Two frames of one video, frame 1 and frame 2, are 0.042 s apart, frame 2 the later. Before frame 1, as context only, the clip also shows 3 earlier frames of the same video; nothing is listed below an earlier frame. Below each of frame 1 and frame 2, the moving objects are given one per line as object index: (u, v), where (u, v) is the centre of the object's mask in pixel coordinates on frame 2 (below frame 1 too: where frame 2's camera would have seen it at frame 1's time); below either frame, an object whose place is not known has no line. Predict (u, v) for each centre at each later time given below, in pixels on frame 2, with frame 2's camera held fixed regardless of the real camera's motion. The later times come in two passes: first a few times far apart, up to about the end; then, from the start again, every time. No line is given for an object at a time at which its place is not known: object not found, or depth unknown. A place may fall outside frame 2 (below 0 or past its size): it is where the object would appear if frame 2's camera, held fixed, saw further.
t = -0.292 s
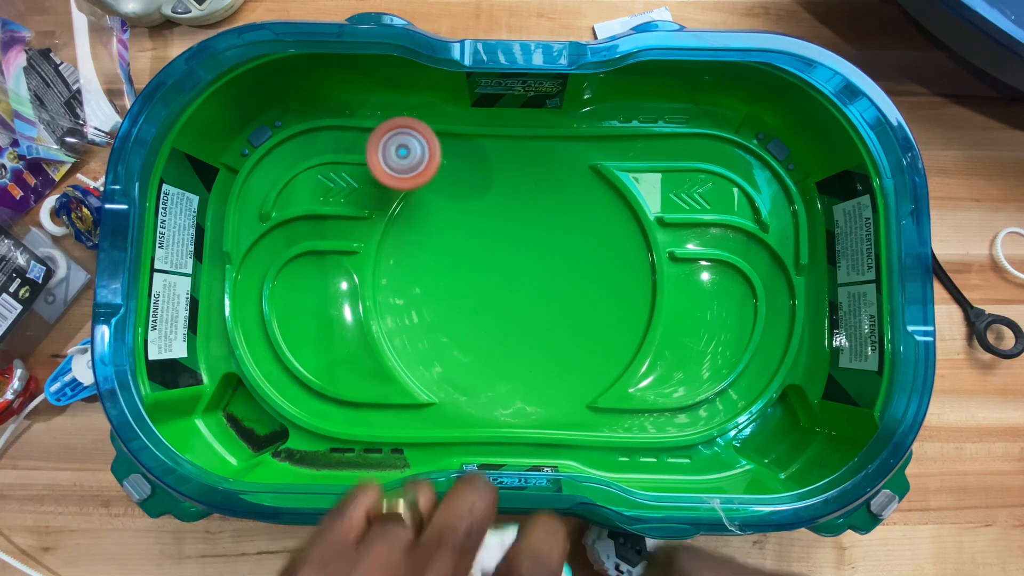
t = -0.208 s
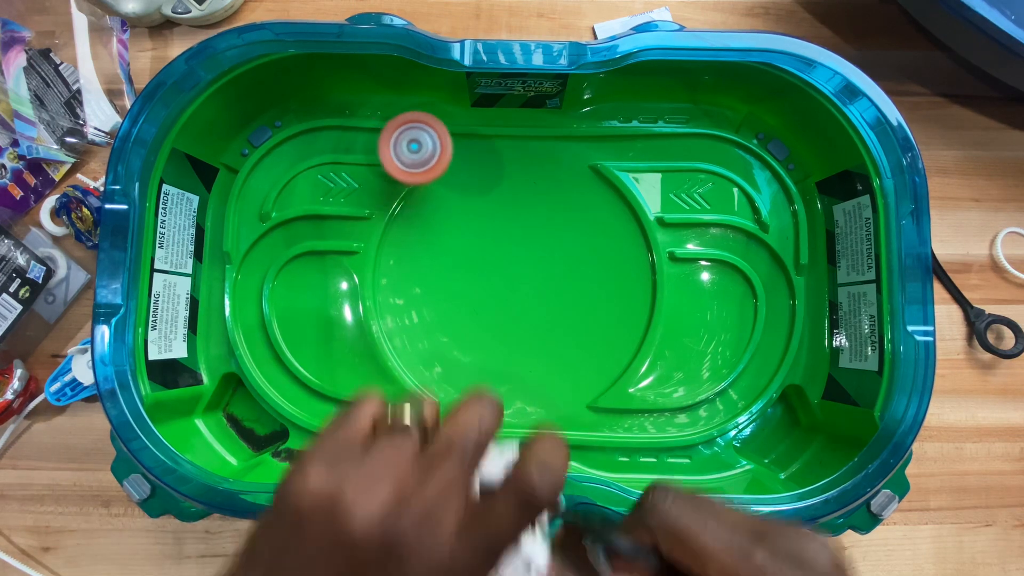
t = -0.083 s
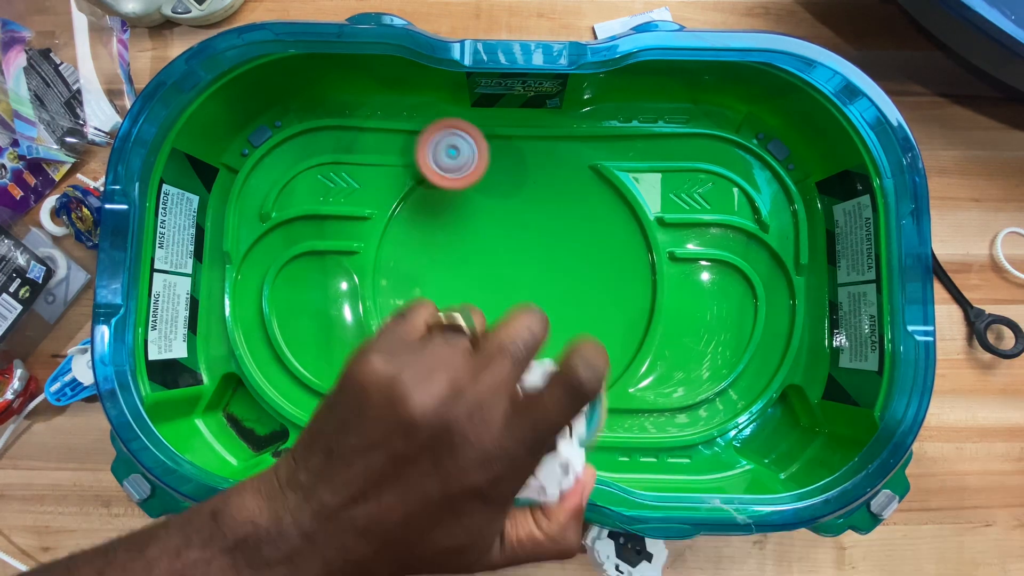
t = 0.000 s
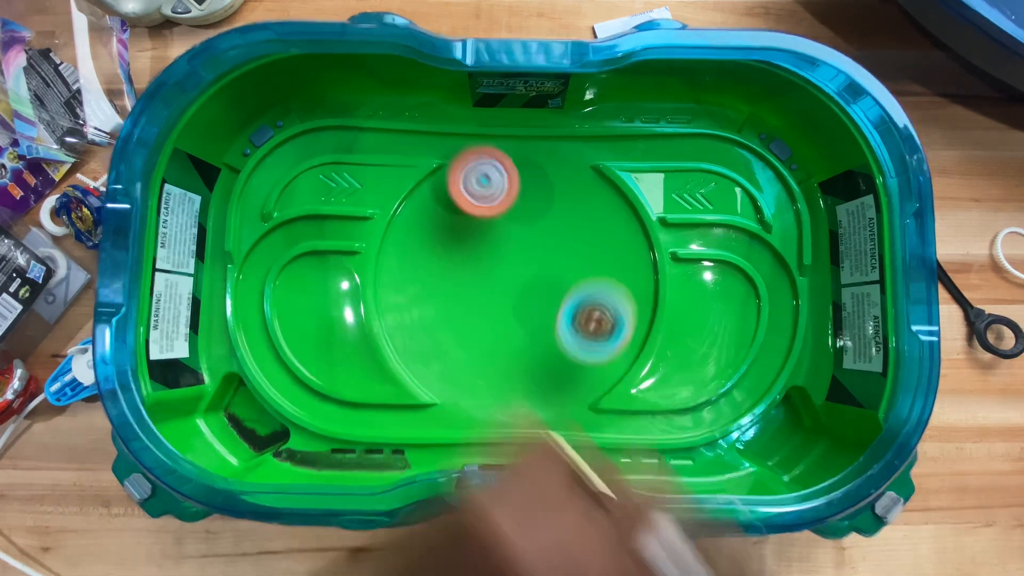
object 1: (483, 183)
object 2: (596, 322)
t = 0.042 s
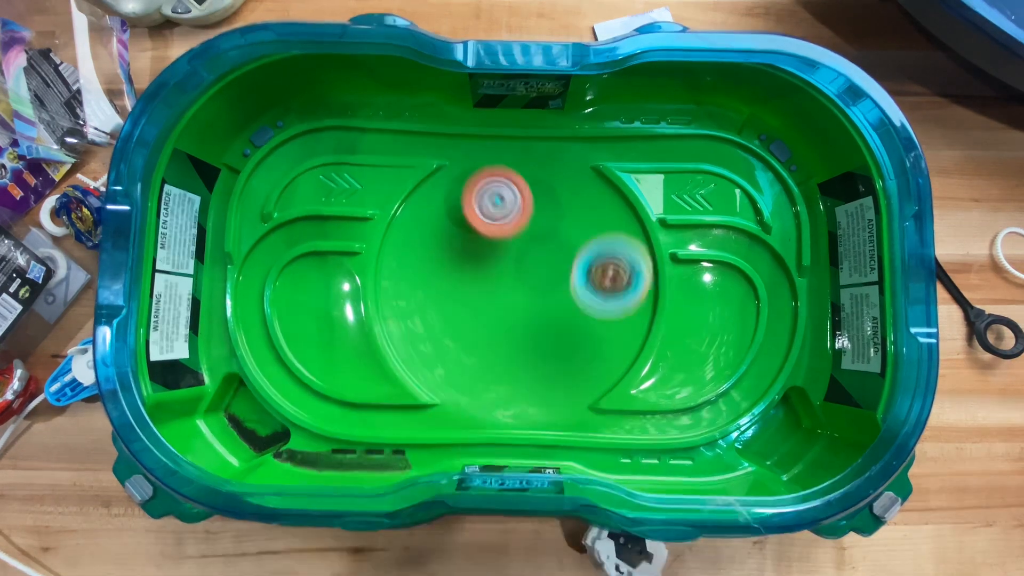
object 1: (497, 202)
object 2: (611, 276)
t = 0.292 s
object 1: (550, 298)
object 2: (497, 182)
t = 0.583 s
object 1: (600, 229)
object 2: (404, 357)
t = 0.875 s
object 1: (453, 231)
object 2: (654, 428)
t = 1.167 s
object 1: (501, 387)
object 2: (792, 344)
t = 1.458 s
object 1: (649, 294)
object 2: (711, 226)
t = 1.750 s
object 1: (438, 342)
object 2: (675, 131)
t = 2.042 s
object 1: (476, 371)
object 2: (501, 149)
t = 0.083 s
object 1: (509, 224)
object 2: (622, 232)
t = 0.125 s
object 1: (518, 245)
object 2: (627, 196)
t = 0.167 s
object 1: (524, 262)
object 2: (601, 181)
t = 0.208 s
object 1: (531, 277)
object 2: (567, 175)
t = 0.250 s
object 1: (540, 290)
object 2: (533, 175)
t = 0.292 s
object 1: (550, 298)
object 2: (497, 182)
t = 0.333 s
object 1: (562, 301)
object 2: (461, 195)
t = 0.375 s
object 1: (574, 300)
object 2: (427, 214)
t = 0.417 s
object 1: (586, 293)
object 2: (397, 238)
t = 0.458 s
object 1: (596, 283)
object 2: (371, 267)
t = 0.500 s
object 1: (603, 267)
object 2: (368, 298)
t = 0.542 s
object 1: (605, 250)
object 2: (380, 330)
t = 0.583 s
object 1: (600, 229)
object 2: (404, 357)
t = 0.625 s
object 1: (589, 211)
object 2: (435, 382)
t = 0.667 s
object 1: (572, 196)
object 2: (471, 403)
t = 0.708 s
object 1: (549, 188)
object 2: (508, 417)
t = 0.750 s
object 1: (523, 188)
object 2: (550, 424)
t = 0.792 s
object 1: (496, 195)
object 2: (589, 428)
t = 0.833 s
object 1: (472, 210)
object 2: (624, 430)
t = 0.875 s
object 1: (453, 231)
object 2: (654, 428)
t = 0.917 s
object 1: (440, 256)
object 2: (682, 421)
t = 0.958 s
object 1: (434, 283)
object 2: (709, 422)
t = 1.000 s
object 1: (435, 310)
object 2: (733, 414)
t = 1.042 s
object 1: (442, 335)
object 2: (751, 396)
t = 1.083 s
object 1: (455, 356)
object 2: (770, 383)
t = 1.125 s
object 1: (475, 374)
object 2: (781, 364)
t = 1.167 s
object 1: (501, 387)
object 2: (792, 344)
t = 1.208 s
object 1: (531, 395)
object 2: (798, 322)
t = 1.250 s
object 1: (563, 397)
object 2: (800, 299)
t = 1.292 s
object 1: (594, 393)
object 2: (797, 276)
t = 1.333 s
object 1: (618, 378)
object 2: (786, 255)
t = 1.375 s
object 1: (633, 352)
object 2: (767, 239)
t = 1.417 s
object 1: (644, 324)
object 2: (742, 229)
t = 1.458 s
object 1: (649, 294)
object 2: (711, 226)
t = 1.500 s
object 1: (626, 285)
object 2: (701, 214)
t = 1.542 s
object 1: (584, 291)
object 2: (707, 202)
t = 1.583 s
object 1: (547, 297)
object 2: (706, 190)
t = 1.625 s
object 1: (512, 306)
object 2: (705, 171)
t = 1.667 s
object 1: (483, 316)
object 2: (699, 152)
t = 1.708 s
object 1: (458, 328)
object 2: (688, 141)
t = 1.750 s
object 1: (438, 342)
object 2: (675, 131)
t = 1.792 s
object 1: (424, 357)
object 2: (656, 135)
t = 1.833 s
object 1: (417, 372)
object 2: (634, 144)
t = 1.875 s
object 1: (422, 380)
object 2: (611, 139)
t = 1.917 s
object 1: (437, 379)
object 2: (586, 135)
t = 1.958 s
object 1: (451, 378)
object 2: (560, 139)
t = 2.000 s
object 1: (465, 375)
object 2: (532, 142)
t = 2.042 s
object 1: (476, 371)
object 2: (501, 149)
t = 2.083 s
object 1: (484, 366)
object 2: (468, 160)
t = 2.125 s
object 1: (490, 360)
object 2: (437, 173)
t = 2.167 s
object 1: (494, 353)
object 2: (411, 197)
